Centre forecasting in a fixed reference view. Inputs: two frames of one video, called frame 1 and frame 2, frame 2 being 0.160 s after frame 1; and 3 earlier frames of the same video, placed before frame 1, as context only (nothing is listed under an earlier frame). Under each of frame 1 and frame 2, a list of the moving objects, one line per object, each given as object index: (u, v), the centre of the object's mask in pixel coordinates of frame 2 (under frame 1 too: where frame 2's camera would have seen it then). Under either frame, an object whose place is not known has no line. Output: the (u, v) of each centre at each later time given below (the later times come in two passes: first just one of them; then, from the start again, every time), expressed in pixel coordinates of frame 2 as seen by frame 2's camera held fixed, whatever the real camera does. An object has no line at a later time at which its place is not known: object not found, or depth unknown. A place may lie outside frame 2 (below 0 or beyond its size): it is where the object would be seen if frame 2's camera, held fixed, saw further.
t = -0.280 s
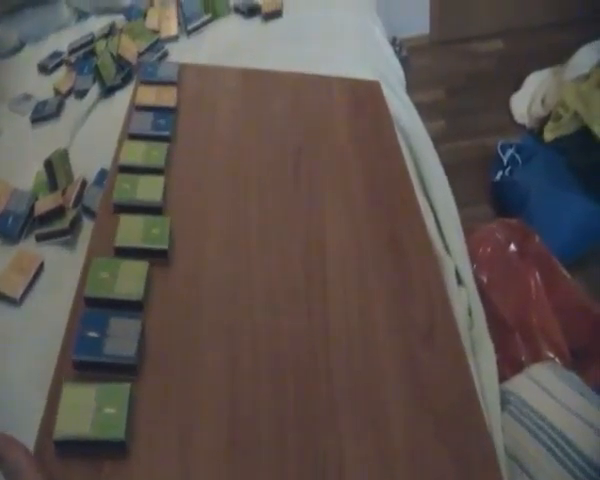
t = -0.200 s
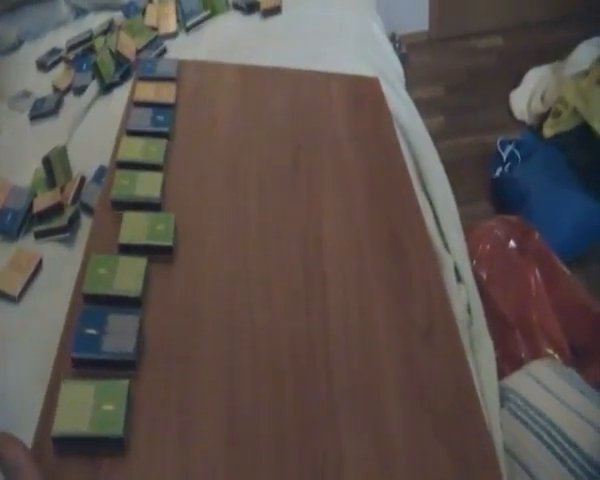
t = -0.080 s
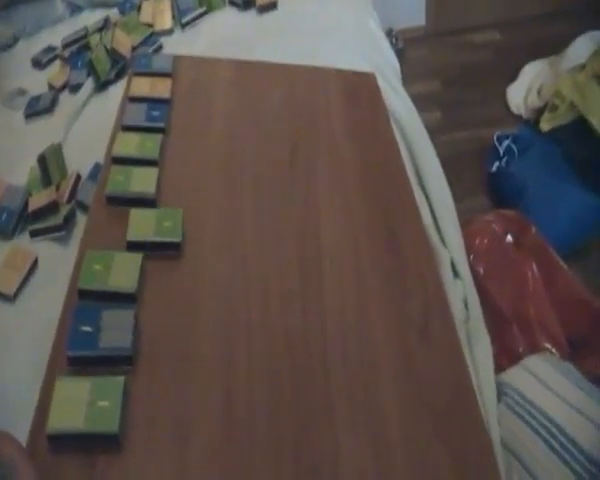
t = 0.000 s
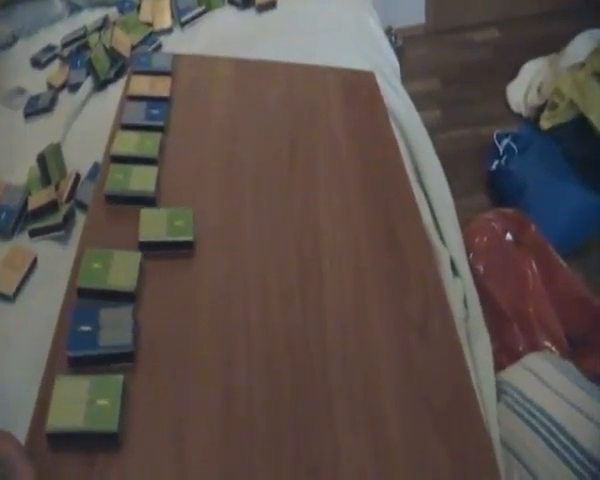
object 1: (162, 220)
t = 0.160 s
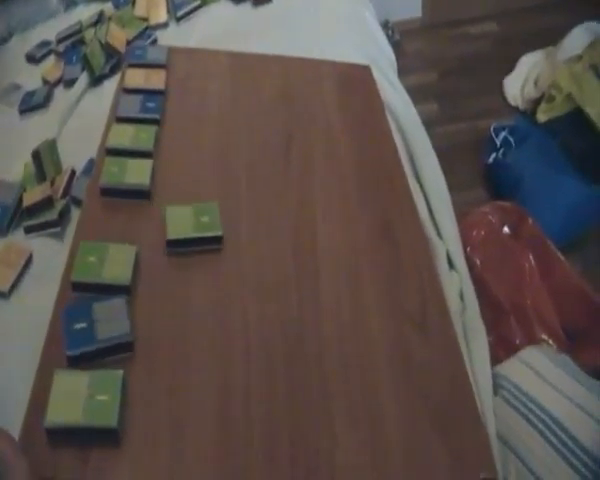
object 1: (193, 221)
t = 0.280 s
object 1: (219, 224)
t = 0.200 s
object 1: (201, 222)
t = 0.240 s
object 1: (210, 223)
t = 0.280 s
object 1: (219, 224)
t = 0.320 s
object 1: (229, 231)
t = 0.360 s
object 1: (239, 232)
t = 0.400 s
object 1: (249, 234)
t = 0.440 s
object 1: (259, 237)
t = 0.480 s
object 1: (270, 241)
